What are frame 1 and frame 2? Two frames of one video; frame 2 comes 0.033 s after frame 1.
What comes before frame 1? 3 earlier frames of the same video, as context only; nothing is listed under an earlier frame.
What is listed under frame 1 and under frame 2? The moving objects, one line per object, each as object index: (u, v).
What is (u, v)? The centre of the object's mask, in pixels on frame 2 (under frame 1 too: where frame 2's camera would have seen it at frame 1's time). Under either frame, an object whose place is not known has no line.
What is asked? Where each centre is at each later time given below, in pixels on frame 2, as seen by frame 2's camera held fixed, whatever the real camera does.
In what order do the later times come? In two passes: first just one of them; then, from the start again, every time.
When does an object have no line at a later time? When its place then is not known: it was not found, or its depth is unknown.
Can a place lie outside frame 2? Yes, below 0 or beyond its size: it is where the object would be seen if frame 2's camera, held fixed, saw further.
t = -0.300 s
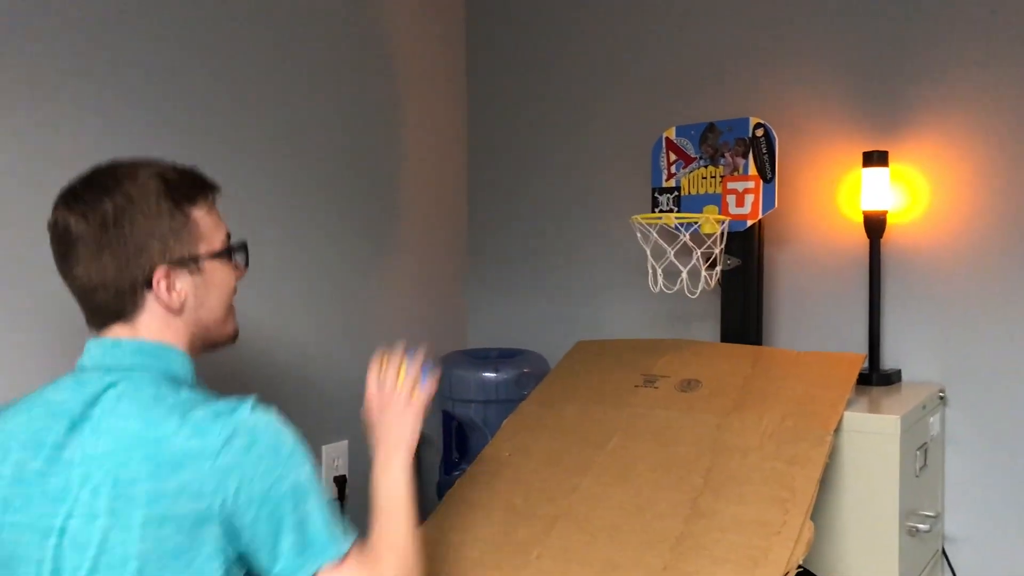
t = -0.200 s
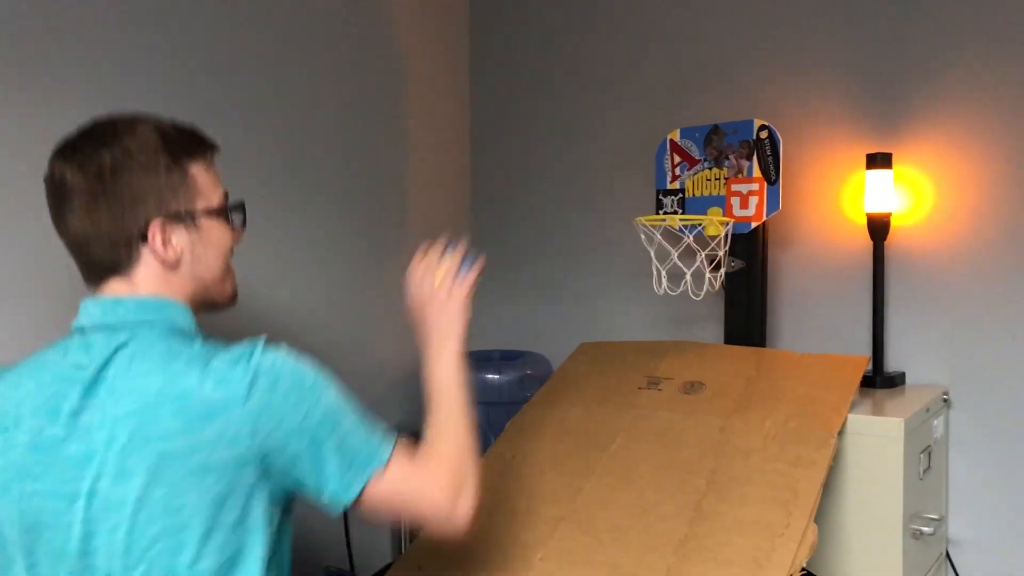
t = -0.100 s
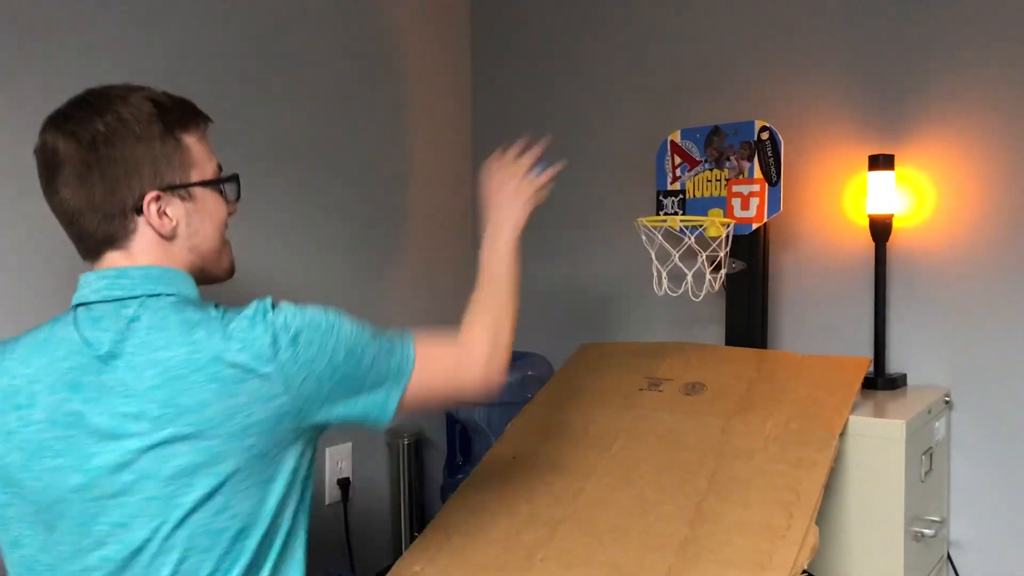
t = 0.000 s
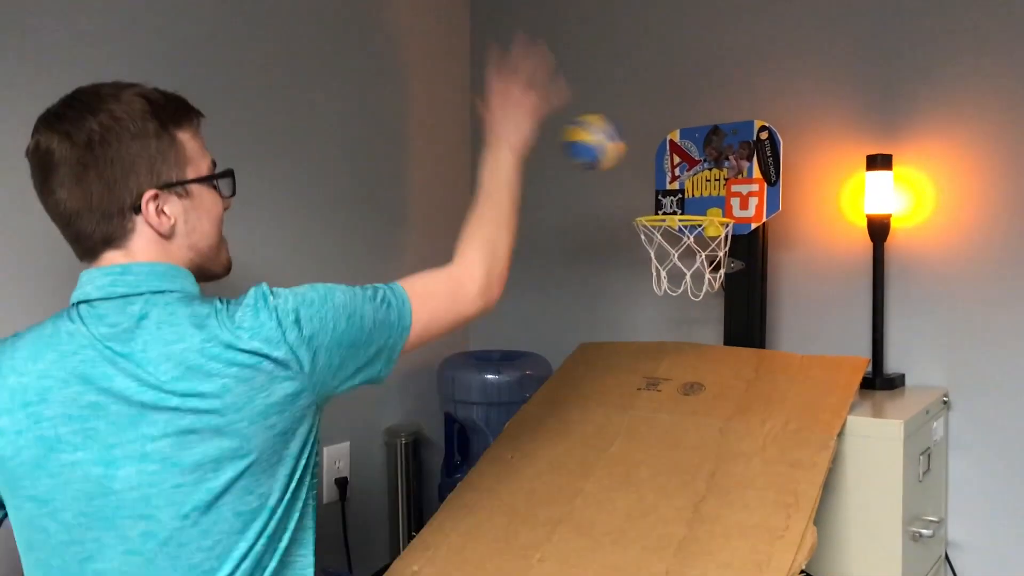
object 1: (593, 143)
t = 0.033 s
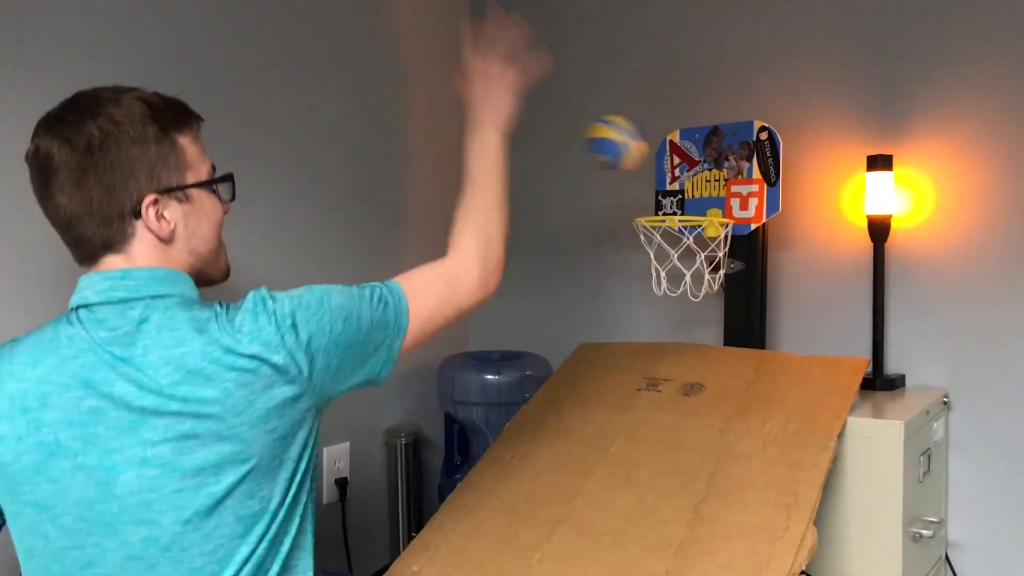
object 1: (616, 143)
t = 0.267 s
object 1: (682, 222)
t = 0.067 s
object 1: (638, 148)
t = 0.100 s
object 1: (659, 159)
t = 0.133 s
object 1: (679, 175)
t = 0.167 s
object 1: (700, 195)
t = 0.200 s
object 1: (701, 201)
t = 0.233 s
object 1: (695, 212)
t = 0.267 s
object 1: (682, 222)
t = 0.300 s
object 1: (679, 245)
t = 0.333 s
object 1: (669, 257)
